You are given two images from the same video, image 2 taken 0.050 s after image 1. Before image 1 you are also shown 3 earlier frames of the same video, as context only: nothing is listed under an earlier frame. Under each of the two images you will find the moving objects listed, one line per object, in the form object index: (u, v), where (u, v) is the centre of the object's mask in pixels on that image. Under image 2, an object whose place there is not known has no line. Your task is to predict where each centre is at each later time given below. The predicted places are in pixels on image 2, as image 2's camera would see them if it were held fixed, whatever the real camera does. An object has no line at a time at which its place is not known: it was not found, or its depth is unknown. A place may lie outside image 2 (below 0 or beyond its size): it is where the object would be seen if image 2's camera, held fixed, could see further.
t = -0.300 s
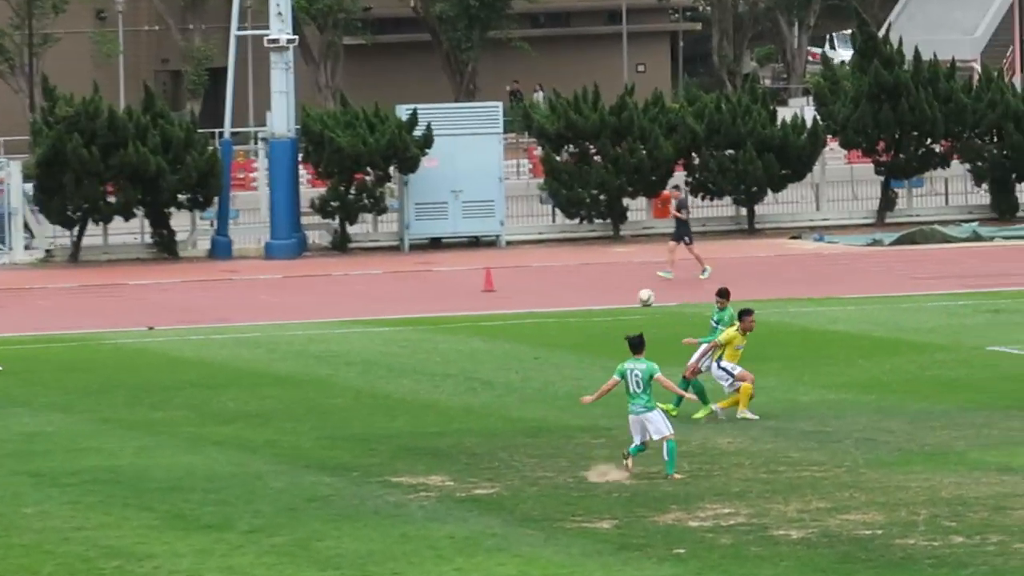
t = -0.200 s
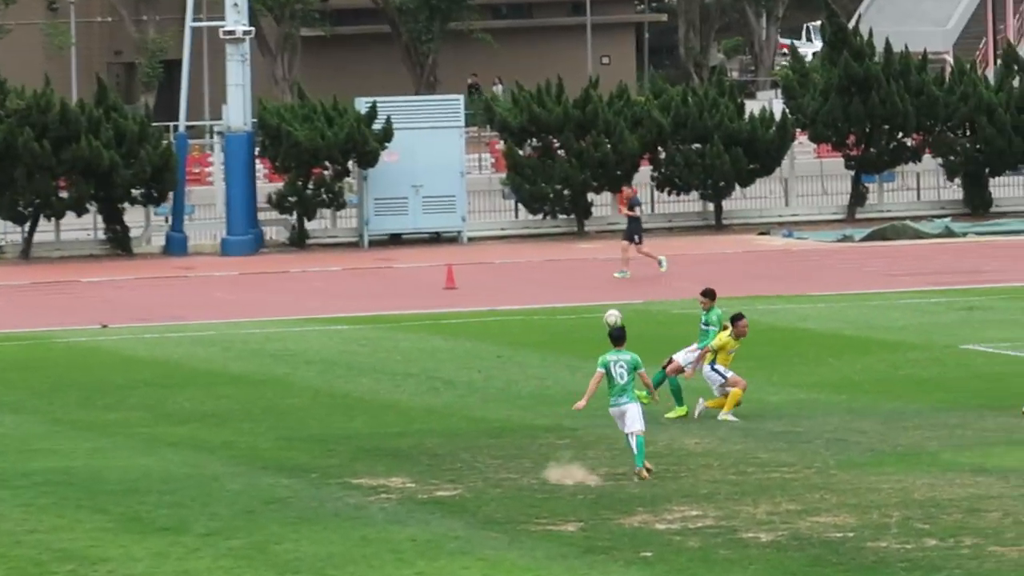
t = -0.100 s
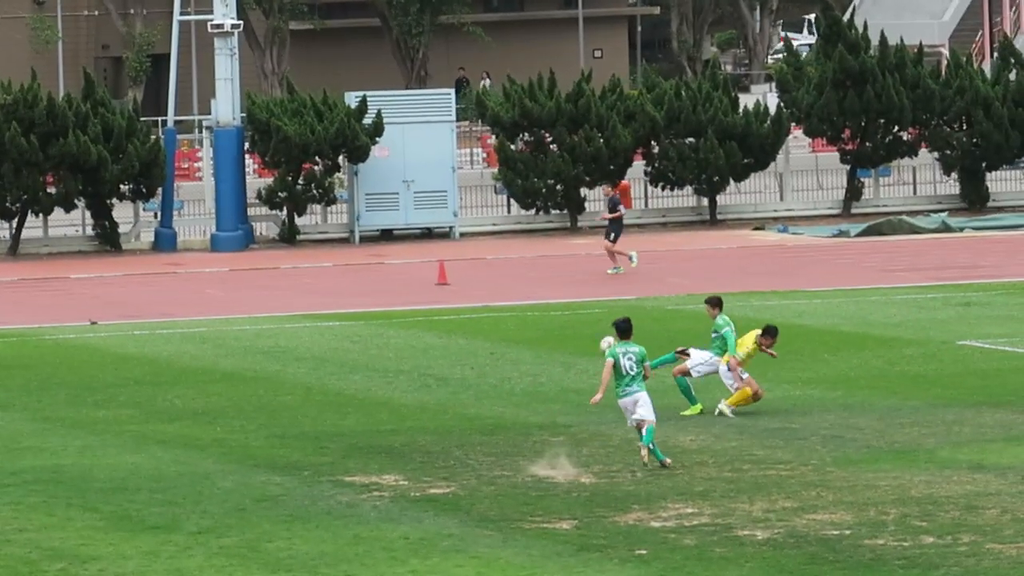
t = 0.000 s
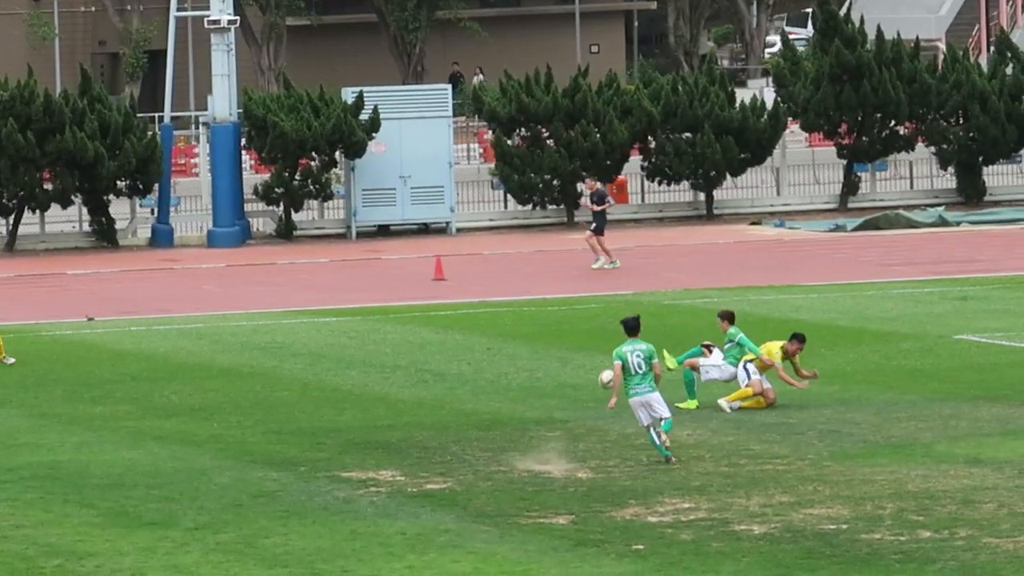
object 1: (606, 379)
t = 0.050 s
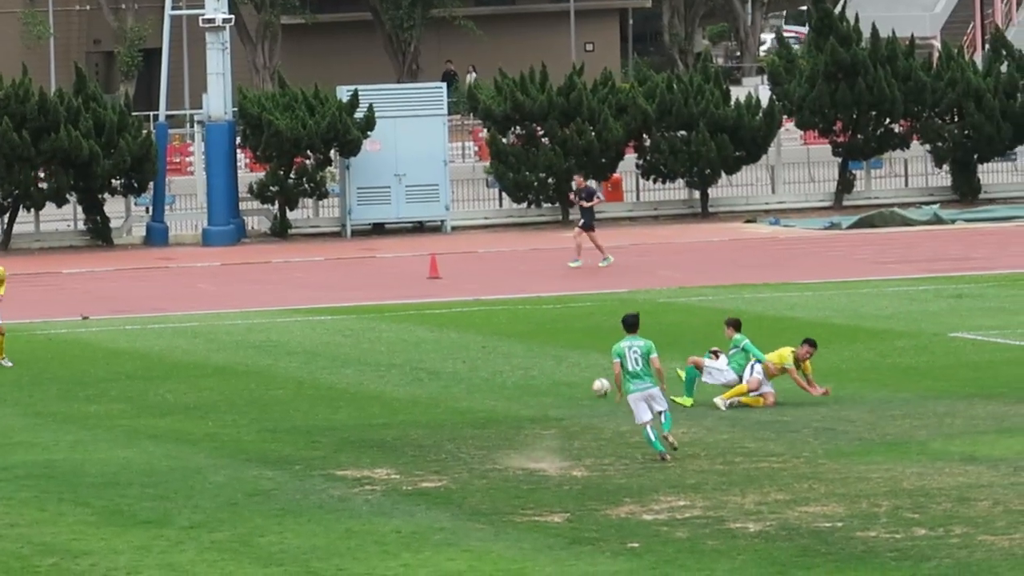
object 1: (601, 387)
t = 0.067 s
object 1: (599, 382)
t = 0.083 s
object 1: (597, 376)
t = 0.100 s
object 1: (595, 371)
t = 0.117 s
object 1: (593, 366)
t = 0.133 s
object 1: (591, 361)
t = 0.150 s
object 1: (588, 357)
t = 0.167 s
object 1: (586, 353)
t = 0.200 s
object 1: (579, 345)
